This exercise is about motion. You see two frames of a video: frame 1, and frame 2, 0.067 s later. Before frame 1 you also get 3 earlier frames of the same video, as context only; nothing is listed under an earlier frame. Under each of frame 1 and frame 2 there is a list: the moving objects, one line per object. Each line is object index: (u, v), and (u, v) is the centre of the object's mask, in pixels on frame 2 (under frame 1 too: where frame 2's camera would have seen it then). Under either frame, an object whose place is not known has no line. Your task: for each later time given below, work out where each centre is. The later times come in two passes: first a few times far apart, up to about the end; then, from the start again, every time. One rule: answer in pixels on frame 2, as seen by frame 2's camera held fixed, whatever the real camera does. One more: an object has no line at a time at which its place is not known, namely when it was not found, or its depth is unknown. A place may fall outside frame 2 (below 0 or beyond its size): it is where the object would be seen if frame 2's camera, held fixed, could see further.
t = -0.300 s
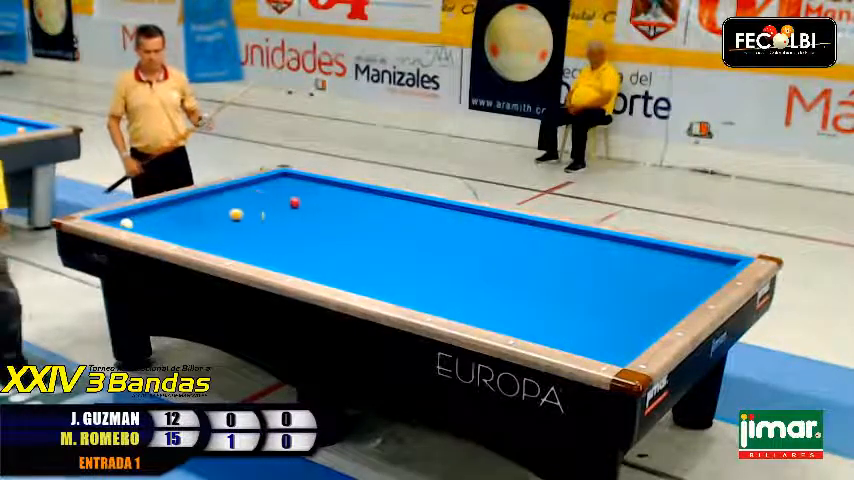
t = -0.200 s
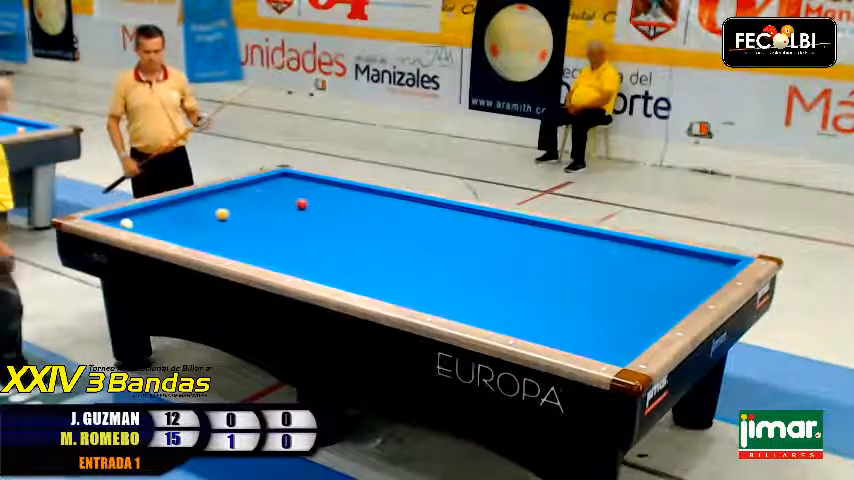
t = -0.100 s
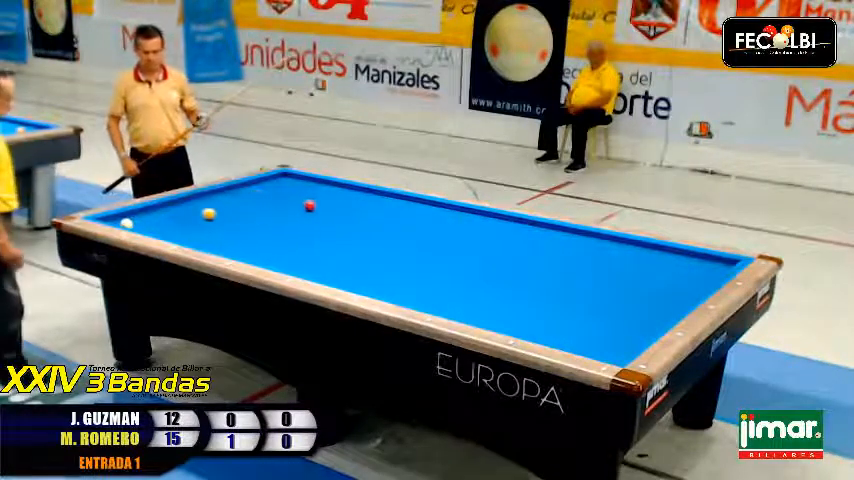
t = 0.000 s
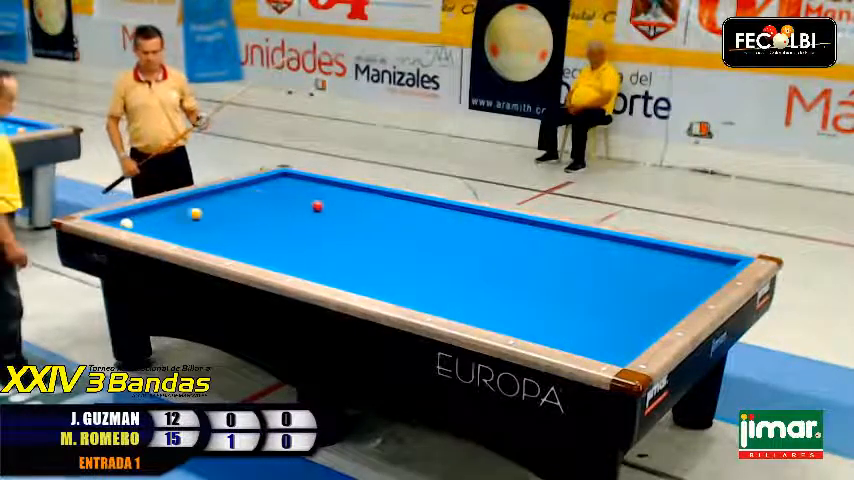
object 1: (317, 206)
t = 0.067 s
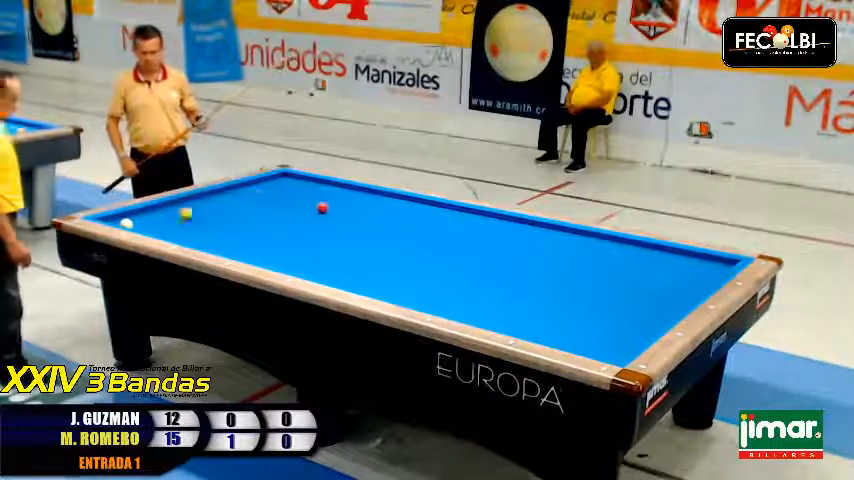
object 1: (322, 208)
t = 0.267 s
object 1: (337, 210)
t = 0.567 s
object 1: (360, 214)
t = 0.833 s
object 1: (380, 217)
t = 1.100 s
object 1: (400, 221)
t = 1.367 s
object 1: (420, 224)
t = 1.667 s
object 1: (442, 228)
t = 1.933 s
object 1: (463, 232)
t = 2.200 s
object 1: (483, 235)
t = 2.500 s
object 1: (505, 239)
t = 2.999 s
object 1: (543, 245)
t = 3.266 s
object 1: (562, 248)
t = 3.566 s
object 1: (581, 251)
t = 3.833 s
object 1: (599, 254)
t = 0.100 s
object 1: (324, 208)
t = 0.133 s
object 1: (327, 208)
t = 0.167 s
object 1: (330, 208)
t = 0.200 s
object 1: (332, 209)
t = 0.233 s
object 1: (335, 209)
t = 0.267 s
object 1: (337, 210)
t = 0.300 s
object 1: (339, 210)
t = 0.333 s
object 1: (343, 211)
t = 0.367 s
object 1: (345, 211)
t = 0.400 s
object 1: (347, 212)
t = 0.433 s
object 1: (350, 212)
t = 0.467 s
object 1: (352, 212)
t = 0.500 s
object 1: (355, 213)
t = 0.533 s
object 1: (358, 213)
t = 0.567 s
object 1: (360, 214)
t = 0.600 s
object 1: (363, 214)
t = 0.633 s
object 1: (365, 215)
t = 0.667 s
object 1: (368, 215)
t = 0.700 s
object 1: (370, 216)
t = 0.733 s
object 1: (373, 216)
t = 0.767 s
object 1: (375, 216)
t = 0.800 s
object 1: (377, 217)
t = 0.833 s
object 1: (380, 217)
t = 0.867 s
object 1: (383, 218)
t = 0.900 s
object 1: (385, 218)
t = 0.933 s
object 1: (389, 219)
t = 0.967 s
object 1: (390, 219)
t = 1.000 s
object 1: (393, 220)
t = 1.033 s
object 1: (395, 220)
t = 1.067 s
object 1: (398, 221)
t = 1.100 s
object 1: (400, 221)
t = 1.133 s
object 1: (403, 222)
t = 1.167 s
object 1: (405, 222)
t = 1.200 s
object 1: (409, 222)
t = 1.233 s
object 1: (411, 223)
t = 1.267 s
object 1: (413, 223)
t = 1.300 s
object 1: (415, 223)
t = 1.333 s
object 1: (418, 224)
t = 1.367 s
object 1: (420, 224)
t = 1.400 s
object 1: (423, 225)
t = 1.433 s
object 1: (425, 225)
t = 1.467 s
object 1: (428, 226)
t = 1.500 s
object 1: (430, 226)
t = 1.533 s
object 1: (433, 227)
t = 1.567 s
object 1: (435, 227)
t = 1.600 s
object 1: (438, 227)
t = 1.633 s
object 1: (441, 228)
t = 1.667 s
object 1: (442, 228)
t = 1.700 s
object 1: (445, 228)
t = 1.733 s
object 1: (448, 229)
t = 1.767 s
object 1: (449, 229)
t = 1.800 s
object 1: (452, 229)
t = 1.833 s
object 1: (455, 230)
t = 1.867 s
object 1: (458, 230)
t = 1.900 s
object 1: (460, 231)
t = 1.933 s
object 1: (463, 232)
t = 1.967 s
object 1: (465, 232)
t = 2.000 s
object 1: (468, 232)
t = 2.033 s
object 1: (470, 233)
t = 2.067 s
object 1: (473, 233)
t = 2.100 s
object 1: (476, 233)
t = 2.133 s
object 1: (478, 234)
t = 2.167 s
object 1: (480, 235)
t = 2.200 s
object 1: (483, 235)
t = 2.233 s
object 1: (486, 235)
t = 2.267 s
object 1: (488, 236)
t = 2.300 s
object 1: (488, 236)
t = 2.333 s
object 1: (493, 237)
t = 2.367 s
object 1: (495, 237)
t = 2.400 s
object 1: (496, 237)
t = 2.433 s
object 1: (500, 238)
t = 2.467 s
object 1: (503, 238)
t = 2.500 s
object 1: (505, 239)
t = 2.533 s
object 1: (508, 239)
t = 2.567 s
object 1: (510, 239)
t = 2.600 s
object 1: (512, 240)
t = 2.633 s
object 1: (513, 240)
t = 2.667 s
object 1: (516, 240)
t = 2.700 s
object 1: (519, 241)
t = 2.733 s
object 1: (522, 242)
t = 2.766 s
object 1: (526, 242)
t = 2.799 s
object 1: (527, 242)
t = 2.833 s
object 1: (531, 243)
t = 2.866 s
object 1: (534, 244)
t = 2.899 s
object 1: (536, 244)
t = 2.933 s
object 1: (538, 244)
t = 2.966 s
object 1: (539, 244)
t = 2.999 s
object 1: (543, 245)
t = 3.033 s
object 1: (545, 246)
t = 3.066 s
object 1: (548, 246)
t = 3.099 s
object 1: (550, 247)
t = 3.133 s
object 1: (552, 247)
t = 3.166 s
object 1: (555, 247)
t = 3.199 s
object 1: (557, 248)
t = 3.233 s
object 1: (559, 248)
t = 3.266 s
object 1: (562, 248)
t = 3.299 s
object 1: (563, 248)
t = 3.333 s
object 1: (566, 249)
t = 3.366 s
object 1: (569, 249)
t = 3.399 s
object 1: (570, 250)
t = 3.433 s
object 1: (573, 250)
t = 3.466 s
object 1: (576, 251)
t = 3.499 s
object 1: (580, 251)
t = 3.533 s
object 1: (580, 251)
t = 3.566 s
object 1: (581, 251)
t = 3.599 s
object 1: (584, 251)
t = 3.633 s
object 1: (585, 252)
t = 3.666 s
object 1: (589, 252)
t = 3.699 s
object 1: (591, 253)
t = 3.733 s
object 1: (593, 253)
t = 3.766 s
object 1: (596, 254)
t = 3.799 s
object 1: (598, 254)
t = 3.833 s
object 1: (599, 254)
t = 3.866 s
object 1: (602, 255)
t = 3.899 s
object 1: (604, 255)
